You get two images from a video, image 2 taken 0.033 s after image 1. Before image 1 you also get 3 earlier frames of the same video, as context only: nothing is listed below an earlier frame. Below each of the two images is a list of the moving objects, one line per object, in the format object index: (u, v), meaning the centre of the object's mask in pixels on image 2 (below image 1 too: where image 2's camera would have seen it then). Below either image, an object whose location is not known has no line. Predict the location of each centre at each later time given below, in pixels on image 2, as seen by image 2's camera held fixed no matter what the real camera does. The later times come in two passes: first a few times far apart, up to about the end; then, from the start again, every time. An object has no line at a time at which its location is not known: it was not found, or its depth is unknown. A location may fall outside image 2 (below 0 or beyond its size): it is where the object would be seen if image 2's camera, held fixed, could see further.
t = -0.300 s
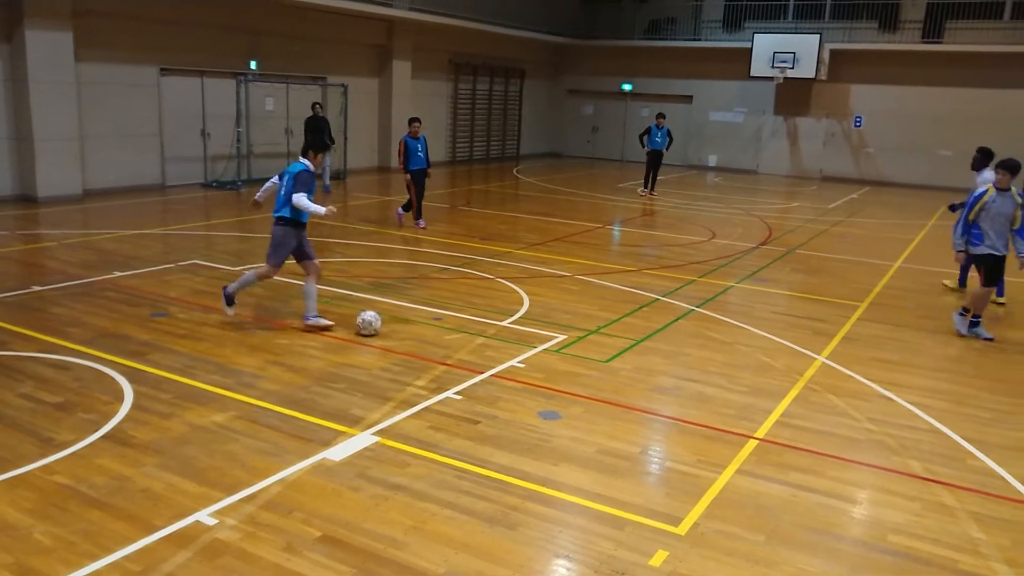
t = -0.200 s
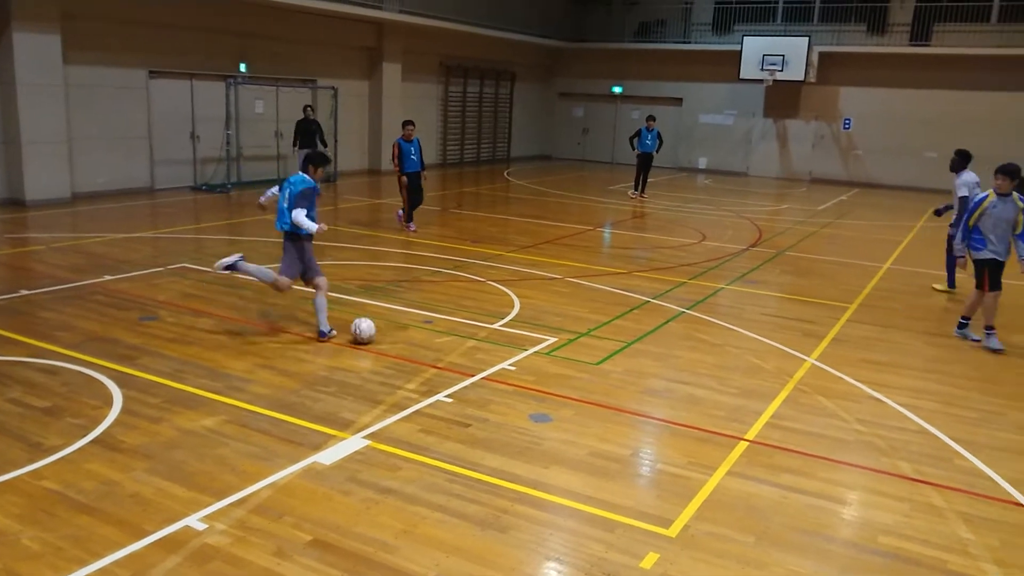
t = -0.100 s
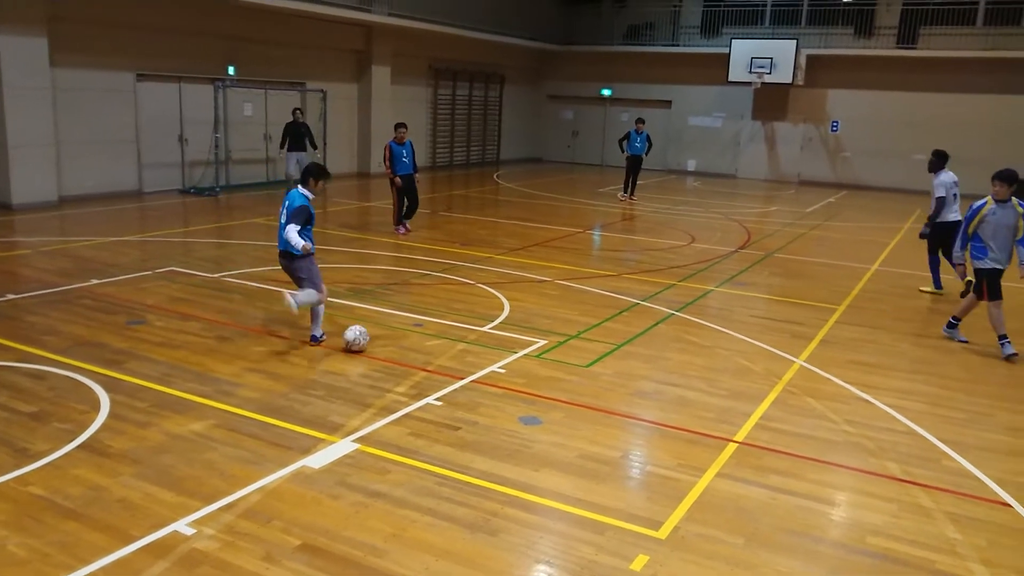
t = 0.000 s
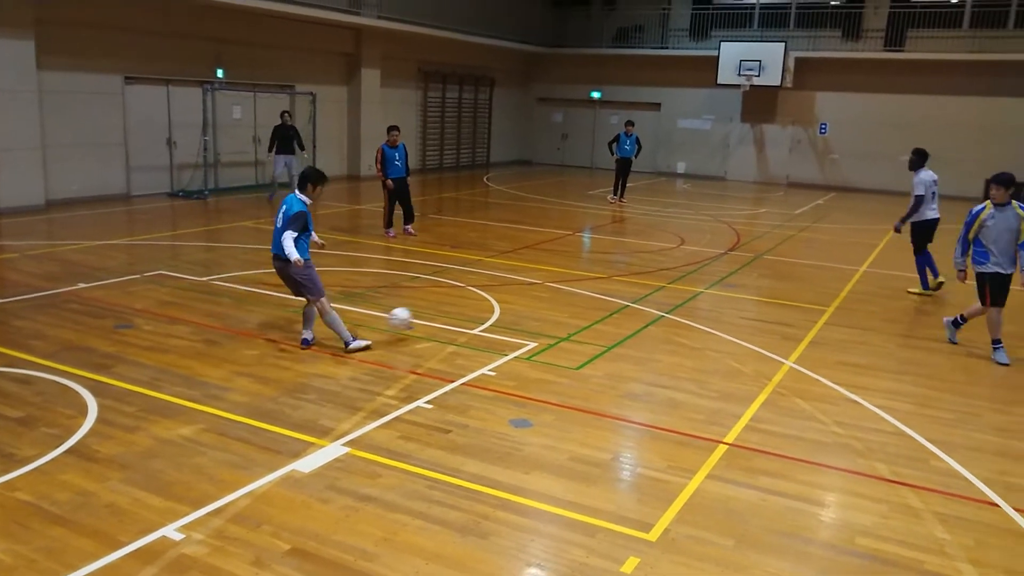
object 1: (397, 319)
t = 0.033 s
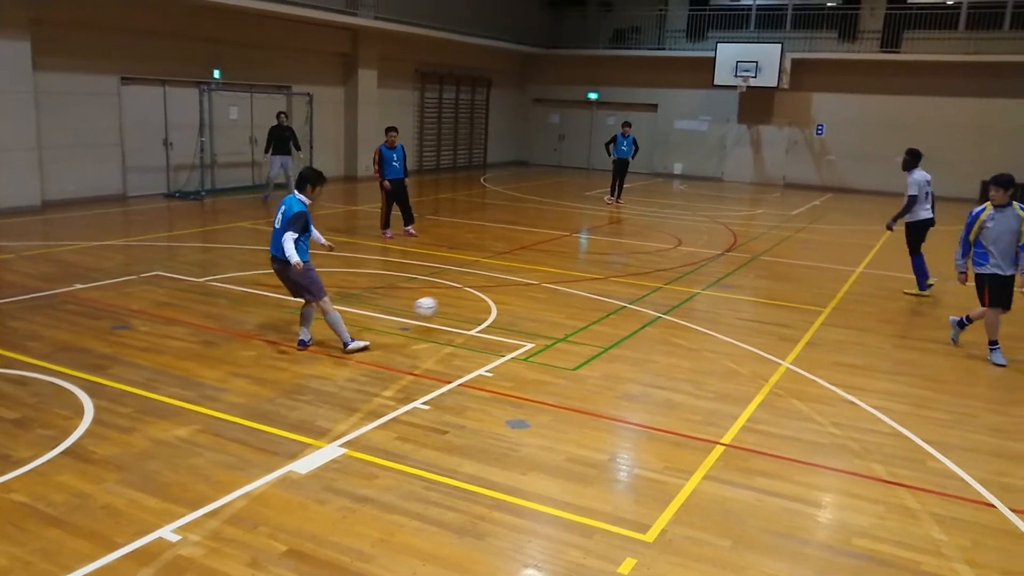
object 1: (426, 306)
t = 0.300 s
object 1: (588, 259)
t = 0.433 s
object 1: (637, 254)
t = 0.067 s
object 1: (452, 296)
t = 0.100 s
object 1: (478, 286)
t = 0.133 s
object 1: (500, 279)
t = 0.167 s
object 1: (520, 273)
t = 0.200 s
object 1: (541, 269)
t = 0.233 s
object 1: (557, 265)
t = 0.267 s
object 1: (572, 261)
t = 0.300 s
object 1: (588, 259)
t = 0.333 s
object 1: (602, 258)
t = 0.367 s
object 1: (615, 259)
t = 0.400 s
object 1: (626, 259)
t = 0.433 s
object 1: (637, 254)
